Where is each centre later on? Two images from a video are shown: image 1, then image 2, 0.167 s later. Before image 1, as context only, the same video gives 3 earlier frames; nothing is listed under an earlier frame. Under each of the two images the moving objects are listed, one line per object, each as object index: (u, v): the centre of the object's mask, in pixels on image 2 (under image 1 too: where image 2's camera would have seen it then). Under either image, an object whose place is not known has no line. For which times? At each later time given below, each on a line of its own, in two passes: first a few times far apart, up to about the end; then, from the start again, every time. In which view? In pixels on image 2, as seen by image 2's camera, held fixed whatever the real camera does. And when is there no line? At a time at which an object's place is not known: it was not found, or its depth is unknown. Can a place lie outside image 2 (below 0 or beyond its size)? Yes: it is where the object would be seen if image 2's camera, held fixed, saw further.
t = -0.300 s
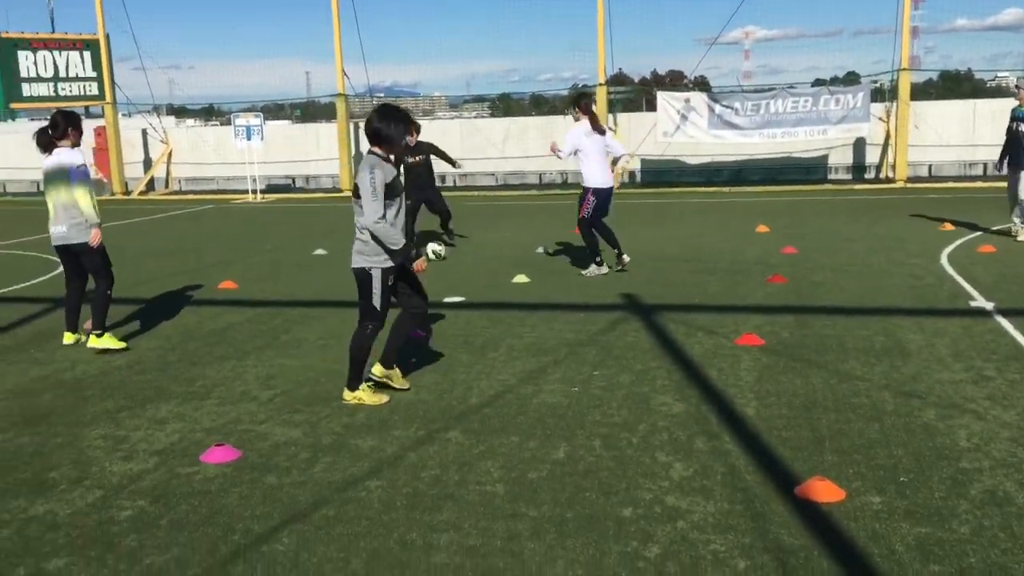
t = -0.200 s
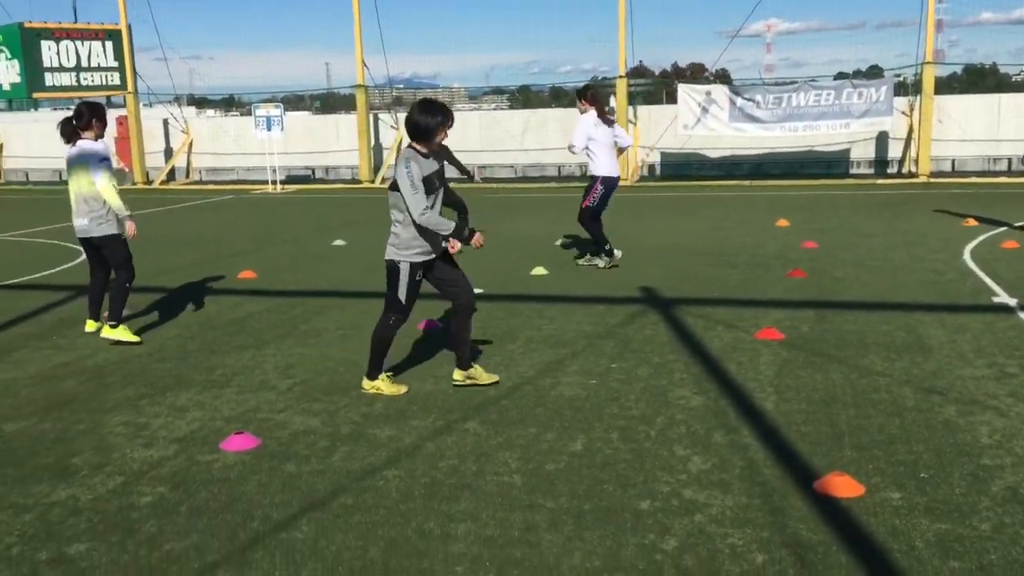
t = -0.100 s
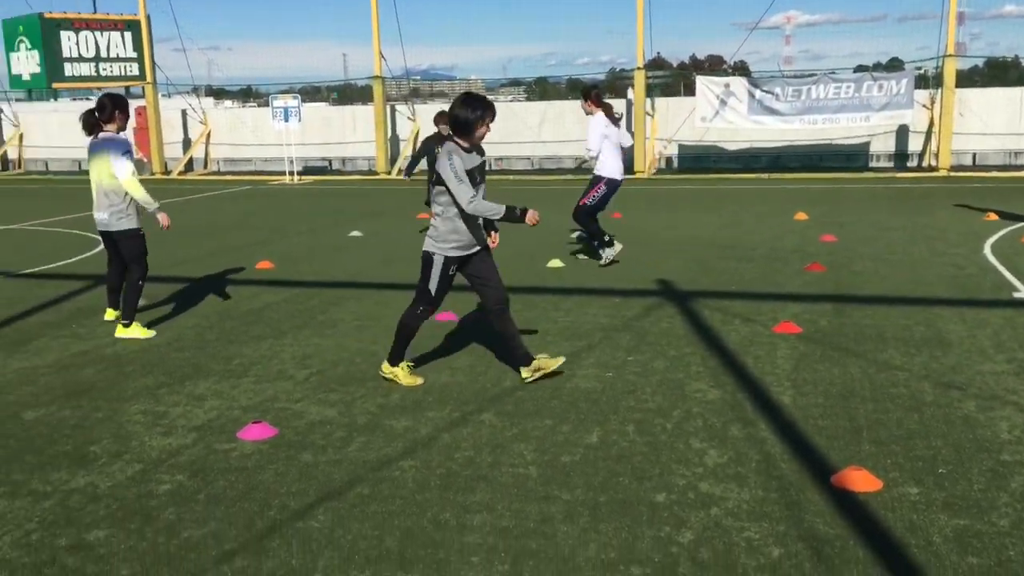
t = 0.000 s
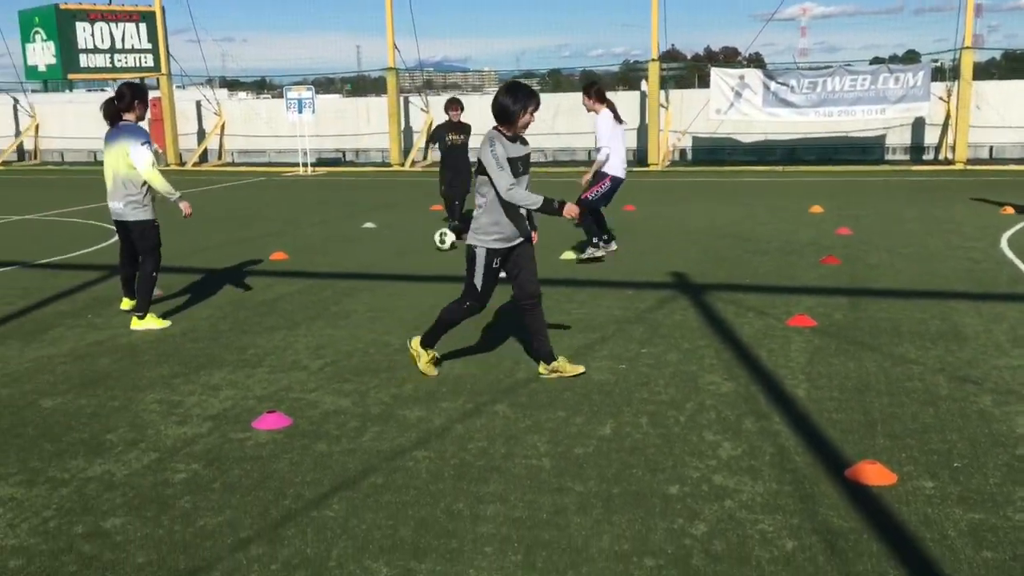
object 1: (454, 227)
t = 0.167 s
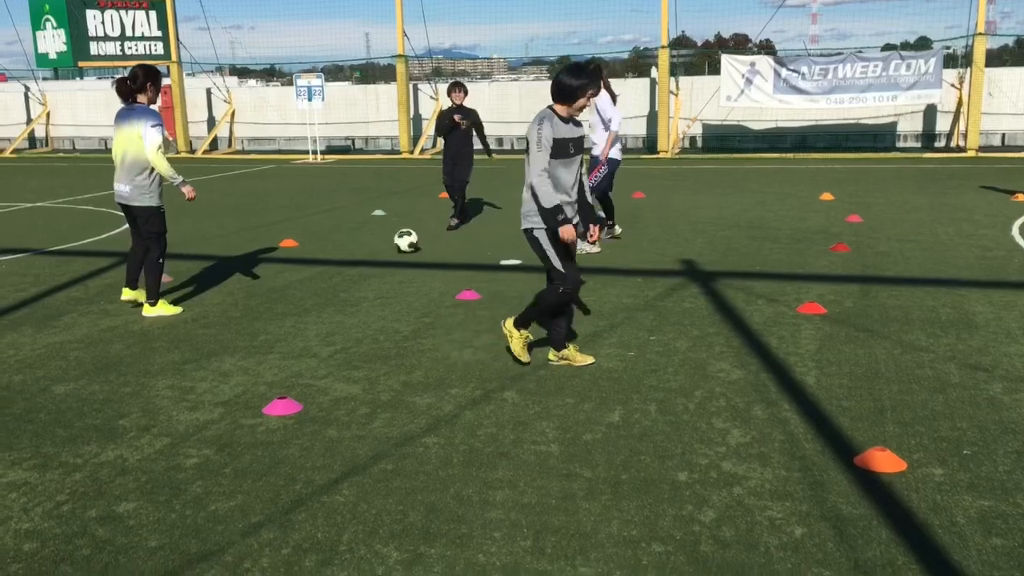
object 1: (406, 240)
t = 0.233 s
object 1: (388, 246)
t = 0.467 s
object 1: (322, 266)
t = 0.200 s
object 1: (397, 244)
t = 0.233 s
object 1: (388, 246)
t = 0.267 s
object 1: (379, 248)
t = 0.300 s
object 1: (370, 252)
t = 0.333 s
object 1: (360, 255)
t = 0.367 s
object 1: (351, 258)
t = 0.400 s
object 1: (342, 261)
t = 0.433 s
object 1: (332, 263)
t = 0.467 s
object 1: (322, 266)
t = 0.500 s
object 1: (311, 269)
